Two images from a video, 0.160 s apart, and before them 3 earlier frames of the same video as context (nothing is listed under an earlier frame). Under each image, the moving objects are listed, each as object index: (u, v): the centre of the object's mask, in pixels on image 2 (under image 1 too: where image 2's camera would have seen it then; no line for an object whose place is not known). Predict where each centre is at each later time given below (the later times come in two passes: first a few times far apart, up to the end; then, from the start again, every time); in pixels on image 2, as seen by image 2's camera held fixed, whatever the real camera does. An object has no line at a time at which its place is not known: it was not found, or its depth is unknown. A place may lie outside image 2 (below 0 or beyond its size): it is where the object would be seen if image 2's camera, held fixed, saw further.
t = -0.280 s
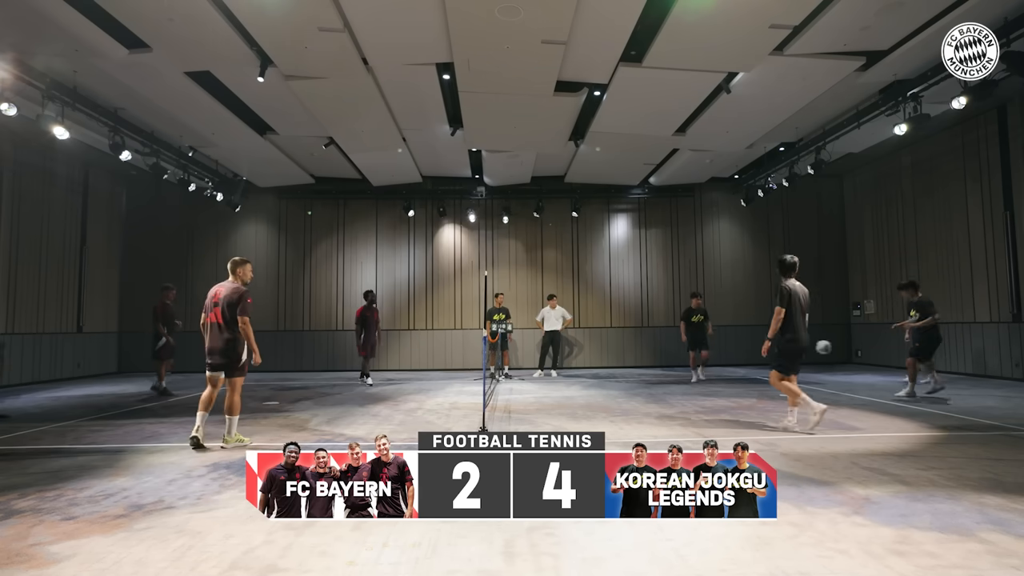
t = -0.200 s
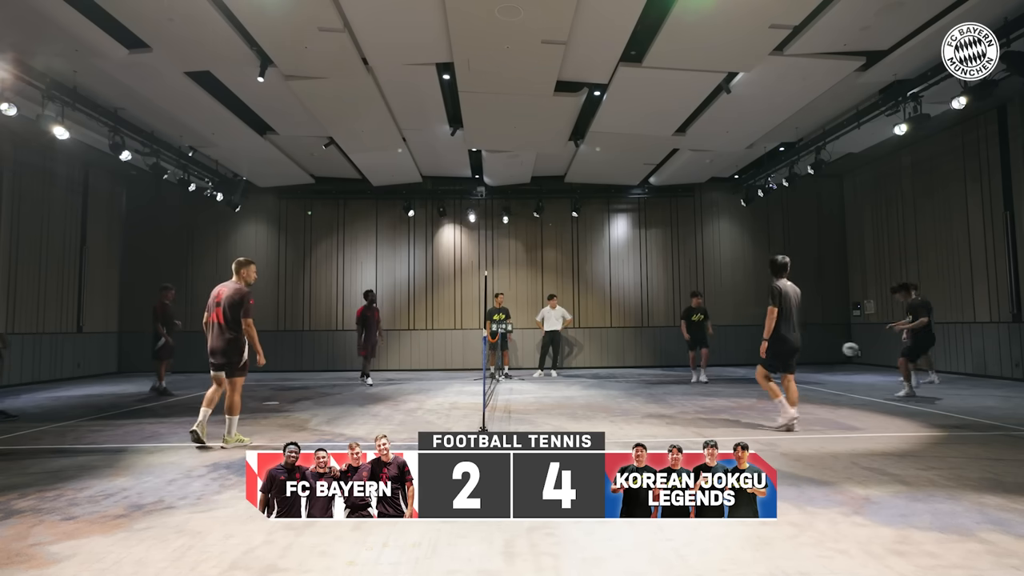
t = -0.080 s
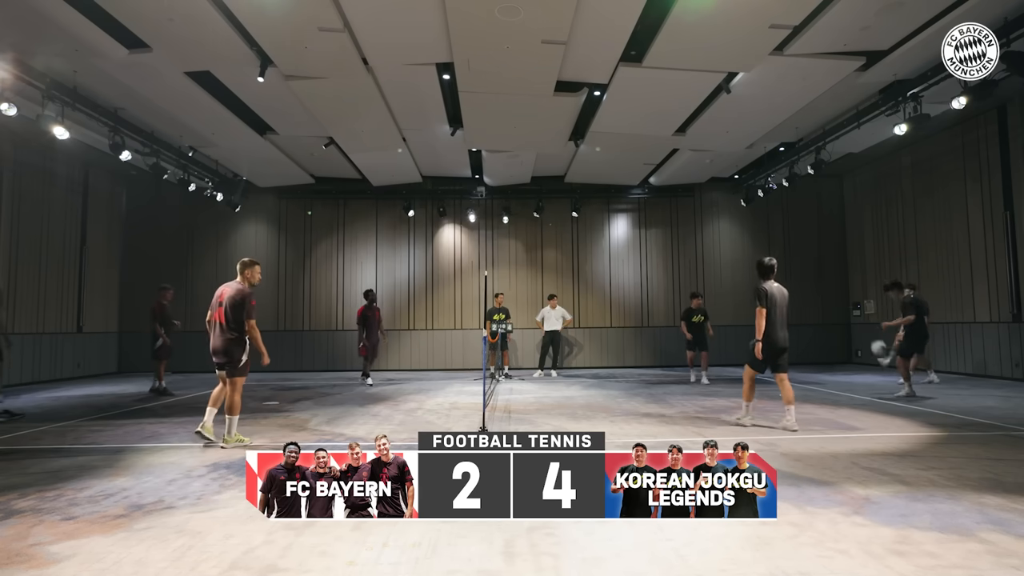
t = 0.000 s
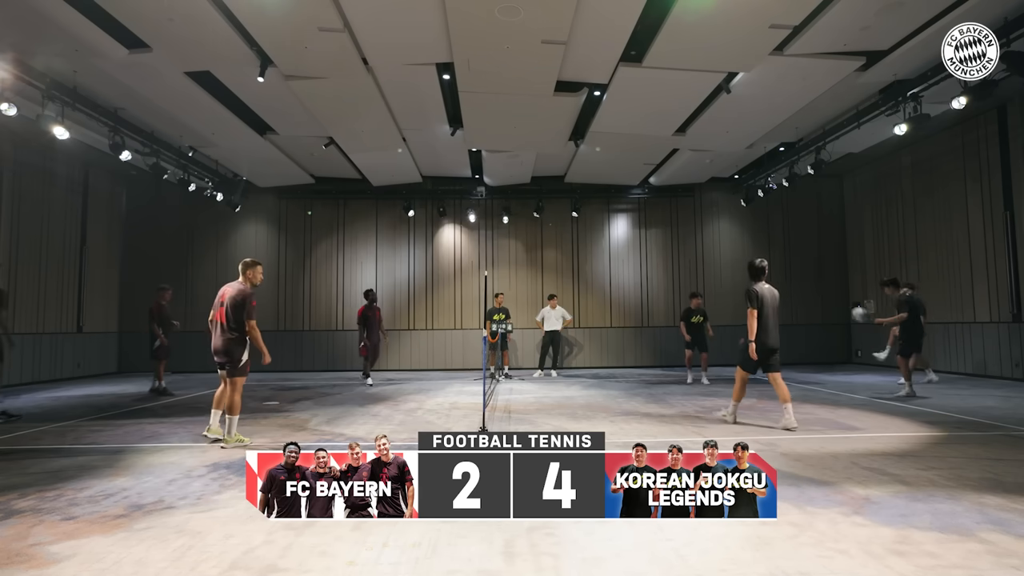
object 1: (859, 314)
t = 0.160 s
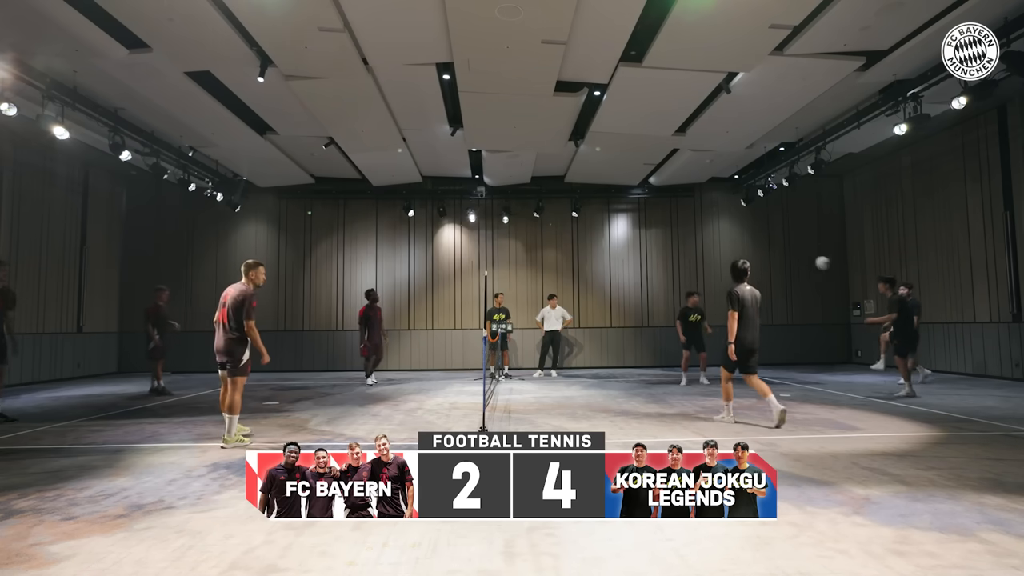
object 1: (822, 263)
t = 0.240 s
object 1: (805, 244)
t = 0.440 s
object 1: (765, 217)
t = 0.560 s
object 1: (743, 212)
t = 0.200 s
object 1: (813, 253)
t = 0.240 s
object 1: (805, 244)
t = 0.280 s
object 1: (796, 236)
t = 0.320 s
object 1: (788, 230)
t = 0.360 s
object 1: (780, 224)
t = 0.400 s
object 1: (772, 220)
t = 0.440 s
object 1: (765, 217)
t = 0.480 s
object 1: (758, 214)
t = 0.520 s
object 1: (750, 213)
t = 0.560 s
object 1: (743, 212)
